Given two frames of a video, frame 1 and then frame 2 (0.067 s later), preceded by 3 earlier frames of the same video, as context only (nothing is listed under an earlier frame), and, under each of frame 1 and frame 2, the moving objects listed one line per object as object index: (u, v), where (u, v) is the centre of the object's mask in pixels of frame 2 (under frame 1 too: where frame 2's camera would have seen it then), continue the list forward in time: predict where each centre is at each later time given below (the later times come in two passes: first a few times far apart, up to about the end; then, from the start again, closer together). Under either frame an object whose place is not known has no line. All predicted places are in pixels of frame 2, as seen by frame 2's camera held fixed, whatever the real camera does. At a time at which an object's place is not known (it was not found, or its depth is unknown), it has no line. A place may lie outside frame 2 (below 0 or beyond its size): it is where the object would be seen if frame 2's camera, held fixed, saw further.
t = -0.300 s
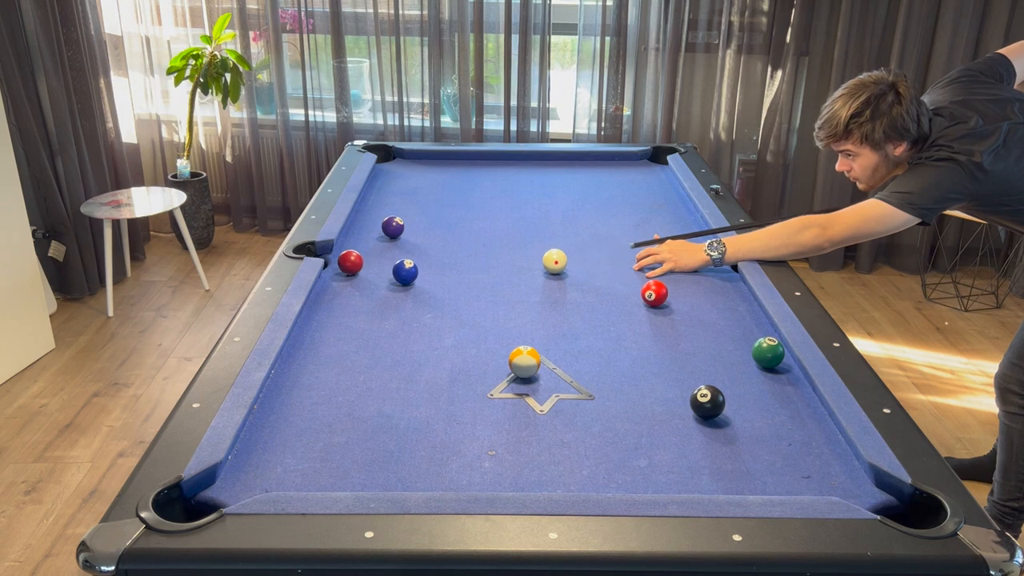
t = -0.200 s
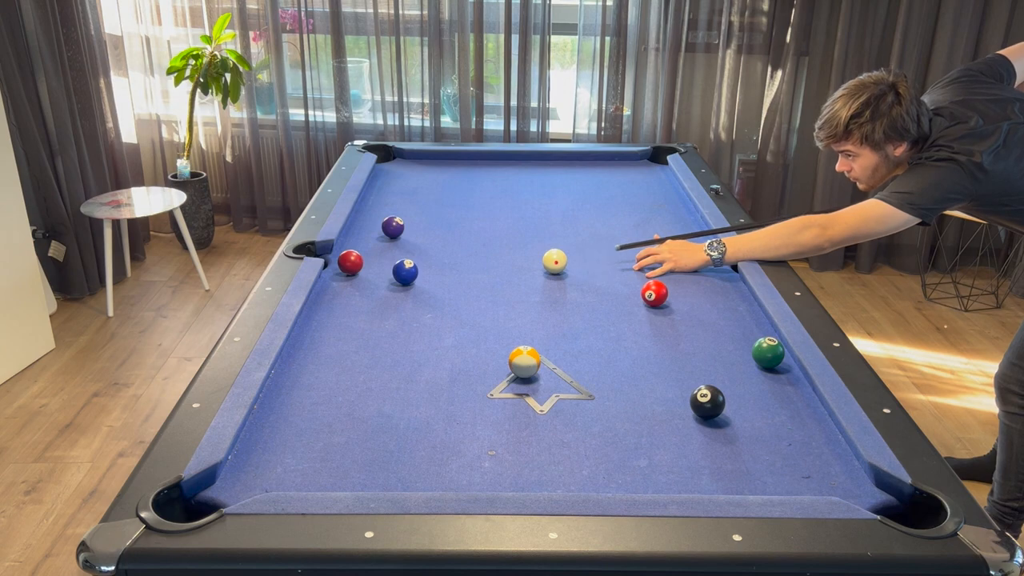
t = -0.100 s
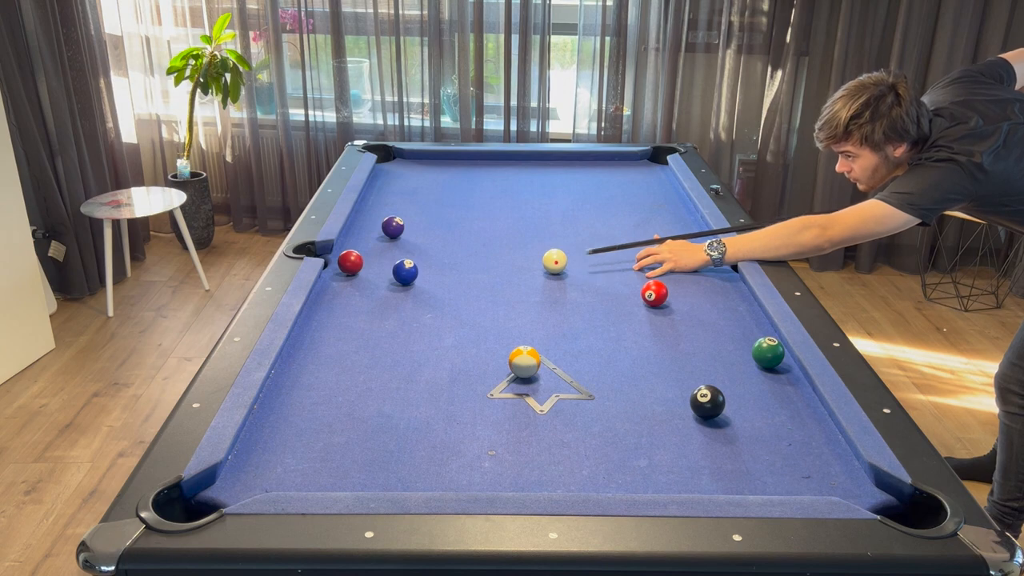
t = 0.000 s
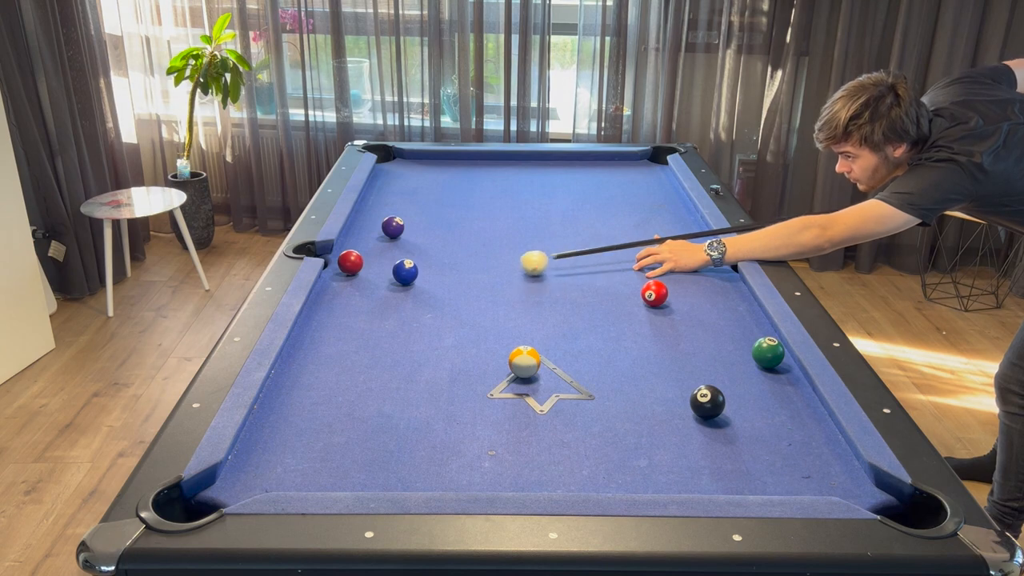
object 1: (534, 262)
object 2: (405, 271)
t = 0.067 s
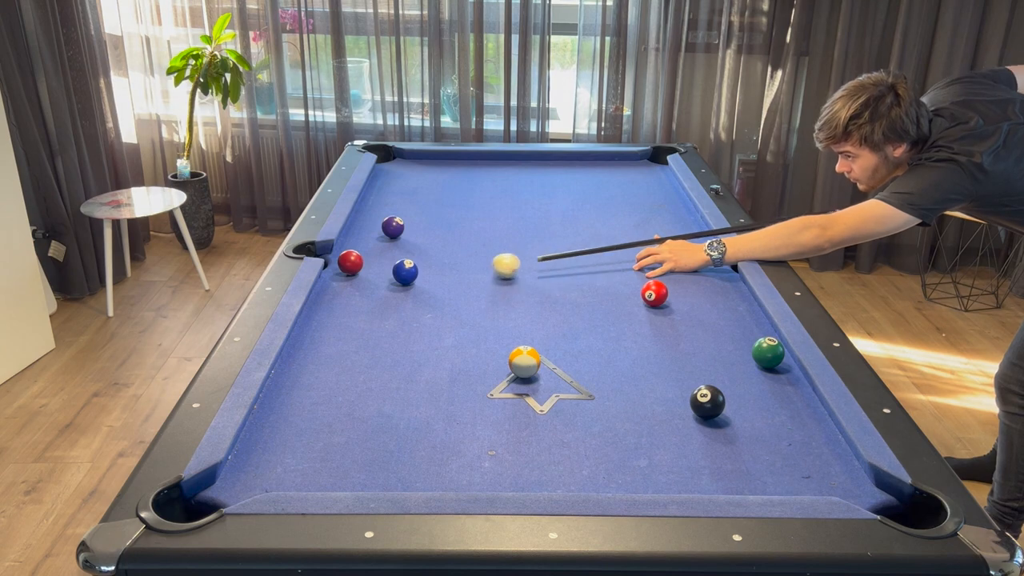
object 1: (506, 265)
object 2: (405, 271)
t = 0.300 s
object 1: (427, 277)
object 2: (385, 270)
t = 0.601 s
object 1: (390, 294)
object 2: (334, 276)
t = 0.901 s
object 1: (352, 311)
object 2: (361, 283)
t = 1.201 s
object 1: (313, 330)
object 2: (385, 290)
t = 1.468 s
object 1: (310, 342)
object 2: (404, 295)
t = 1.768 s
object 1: (322, 353)
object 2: (423, 301)
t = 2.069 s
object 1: (331, 362)
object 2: (441, 305)
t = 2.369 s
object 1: (337, 370)
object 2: (456, 309)
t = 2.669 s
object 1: (341, 375)
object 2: (468, 311)
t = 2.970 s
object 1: (343, 378)
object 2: (478, 312)
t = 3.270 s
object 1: (344, 379)
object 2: (484, 313)
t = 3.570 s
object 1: (344, 378)
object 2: (486, 314)
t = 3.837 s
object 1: (344, 378)
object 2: (485, 313)
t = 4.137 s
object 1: (344, 378)
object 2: (485, 313)
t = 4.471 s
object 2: (485, 313)
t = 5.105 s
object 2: (485, 314)
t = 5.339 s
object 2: (485, 314)
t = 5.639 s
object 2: (485, 314)
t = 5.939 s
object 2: (485, 314)
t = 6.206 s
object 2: (485, 314)
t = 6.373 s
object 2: (485, 314)
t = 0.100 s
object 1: (492, 267)
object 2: (405, 271)
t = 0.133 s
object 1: (477, 268)
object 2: (405, 271)
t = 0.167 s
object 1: (463, 269)
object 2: (405, 271)
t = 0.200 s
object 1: (448, 271)
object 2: (405, 271)
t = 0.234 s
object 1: (434, 272)
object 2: (405, 271)
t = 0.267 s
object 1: (429, 275)
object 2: (395, 271)
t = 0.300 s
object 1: (427, 277)
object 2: (385, 270)
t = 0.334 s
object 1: (423, 278)
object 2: (376, 270)
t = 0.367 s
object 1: (419, 280)
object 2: (367, 270)
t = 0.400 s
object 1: (414, 282)
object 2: (360, 271)
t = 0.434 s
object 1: (410, 284)
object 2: (355, 271)
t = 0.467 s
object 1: (406, 286)
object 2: (348, 272)
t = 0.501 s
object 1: (402, 288)
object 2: (342, 273)
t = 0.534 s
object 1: (398, 290)
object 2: (337, 274)
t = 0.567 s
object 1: (394, 292)
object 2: (331, 275)
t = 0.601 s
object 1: (390, 294)
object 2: (334, 276)
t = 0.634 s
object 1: (386, 296)
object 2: (337, 276)
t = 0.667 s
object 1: (381, 298)
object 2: (340, 277)
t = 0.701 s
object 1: (377, 300)
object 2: (343, 278)
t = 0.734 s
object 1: (373, 302)
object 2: (346, 279)
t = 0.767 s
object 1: (369, 304)
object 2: (349, 280)
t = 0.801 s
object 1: (365, 306)
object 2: (352, 280)
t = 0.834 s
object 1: (361, 307)
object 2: (355, 281)
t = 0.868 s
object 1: (356, 310)
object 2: (358, 281)
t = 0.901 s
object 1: (352, 311)
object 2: (361, 283)
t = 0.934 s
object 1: (348, 314)
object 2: (364, 283)
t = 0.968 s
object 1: (344, 316)
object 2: (367, 284)
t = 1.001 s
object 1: (339, 318)
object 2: (370, 285)
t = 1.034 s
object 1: (335, 320)
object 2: (372, 286)
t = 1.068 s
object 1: (331, 322)
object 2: (375, 286)
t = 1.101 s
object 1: (327, 324)
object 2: (377, 287)
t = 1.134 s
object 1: (322, 326)
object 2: (380, 288)
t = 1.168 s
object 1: (318, 328)
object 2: (383, 289)
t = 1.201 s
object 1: (313, 330)
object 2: (385, 290)
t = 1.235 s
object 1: (309, 332)
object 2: (387, 290)
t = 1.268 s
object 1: (305, 334)
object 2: (390, 291)
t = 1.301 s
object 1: (304, 335)
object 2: (392, 292)
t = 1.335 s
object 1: (305, 337)
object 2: (395, 293)
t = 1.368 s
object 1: (307, 338)
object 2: (397, 294)
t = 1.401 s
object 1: (308, 339)
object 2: (399, 294)
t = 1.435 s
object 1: (309, 341)
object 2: (402, 295)
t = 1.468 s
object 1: (310, 342)
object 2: (404, 295)
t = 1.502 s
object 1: (312, 343)
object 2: (406, 296)
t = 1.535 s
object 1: (313, 345)
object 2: (408, 297)
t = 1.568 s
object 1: (314, 346)
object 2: (411, 297)
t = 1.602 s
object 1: (316, 347)
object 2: (413, 298)
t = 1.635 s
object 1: (317, 348)
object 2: (415, 299)
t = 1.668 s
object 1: (318, 349)
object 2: (417, 299)
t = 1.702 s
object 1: (319, 351)
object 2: (419, 300)
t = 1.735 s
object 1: (321, 352)
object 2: (421, 300)
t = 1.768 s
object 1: (322, 353)
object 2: (423, 301)
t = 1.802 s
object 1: (323, 354)
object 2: (426, 301)
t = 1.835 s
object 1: (324, 355)
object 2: (428, 302)
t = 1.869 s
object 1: (325, 356)
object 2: (429, 302)
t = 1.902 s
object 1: (326, 357)
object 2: (431, 303)
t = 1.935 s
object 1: (327, 358)
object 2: (433, 303)
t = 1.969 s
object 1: (328, 359)
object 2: (435, 304)
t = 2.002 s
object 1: (329, 360)
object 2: (437, 304)
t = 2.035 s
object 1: (330, 361)
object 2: (439, 305)
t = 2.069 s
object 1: (331, 362)
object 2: (441, 305)
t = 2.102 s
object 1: (332, 363)
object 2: (443, 306)
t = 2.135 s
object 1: (333, 364)
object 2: (444, 306)
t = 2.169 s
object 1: (333, 365)
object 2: (446, 307)
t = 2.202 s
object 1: (334, 366)
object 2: (448, 307)
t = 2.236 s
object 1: (334, 367)
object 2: (449, 308)
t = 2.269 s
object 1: (335, 367)
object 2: (451, 308)
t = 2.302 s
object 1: (335, 368)
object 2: (453, 308)
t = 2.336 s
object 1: (336, 369)
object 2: (454, 309)
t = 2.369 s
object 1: (337, 370)
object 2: (456, 309)
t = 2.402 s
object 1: (337, 370)
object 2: (457, 310)
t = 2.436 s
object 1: (338, 371)
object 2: (459, 310)
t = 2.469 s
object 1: (338, 372)
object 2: (460, 310)
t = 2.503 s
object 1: (339, 372)
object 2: (462, 310)
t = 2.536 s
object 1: (339, 373)
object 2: (463, 310)
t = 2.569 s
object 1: (340, 373)
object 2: (464, 311)
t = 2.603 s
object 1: (340, 374)
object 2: (466, 311)
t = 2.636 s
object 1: (341, 375)
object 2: (467, 311)
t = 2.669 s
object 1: (341, 375)
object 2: (468, 311)
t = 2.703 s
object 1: (341, 376)
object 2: (469, 311)
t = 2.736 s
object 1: (342, 376)
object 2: (471, 311)
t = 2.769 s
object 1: (342, 376)
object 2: (472, 312)
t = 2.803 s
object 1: (342, 377)
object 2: (473, 312)
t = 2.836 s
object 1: (342, 377)
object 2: (474, 312)
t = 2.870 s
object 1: (343, 377)
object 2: (475, 312)
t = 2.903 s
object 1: (343, 378)
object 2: (476, 312)
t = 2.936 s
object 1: (343, 378)
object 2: (477, 312)
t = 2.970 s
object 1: (343, 378)
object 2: (478, 312)
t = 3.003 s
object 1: (343, 378)
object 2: (479, 313)
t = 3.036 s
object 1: (344, 379)
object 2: (480, 313)
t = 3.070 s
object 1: (344, 379)
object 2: (480, 313)
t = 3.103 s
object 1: (344, 379)
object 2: (481, 313)
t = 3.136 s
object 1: (344, 379)
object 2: (482, 313)
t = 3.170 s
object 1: (344, 379)
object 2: (482, 313)
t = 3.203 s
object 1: (344, 379)
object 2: (483, 313)
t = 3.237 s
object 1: (344, 379)
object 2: (483, 313)
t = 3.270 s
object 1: (344, 379)
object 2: (484, 313)
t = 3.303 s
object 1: (344, 379)
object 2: (484, 313)
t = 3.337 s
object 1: (344, 379)
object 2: (485, 314)
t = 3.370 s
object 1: (344, 378)
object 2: (485, 313)
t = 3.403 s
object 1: (344, 378)
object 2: (486, 313)
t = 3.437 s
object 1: (344, 378)
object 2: (486, 314)
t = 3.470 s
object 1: (344, 378)
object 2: (486, 313)
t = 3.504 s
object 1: (344, 378)
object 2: (486, 314)
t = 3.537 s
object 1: (344, 378)
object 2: (486, 314)
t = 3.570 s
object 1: (344, 378)
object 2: (486, 314)
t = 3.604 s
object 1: (344, 378)
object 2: (486, 313)
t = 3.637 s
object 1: (344, 378)
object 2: (486, 313)
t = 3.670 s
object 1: (344, 378)
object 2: (486, 313)
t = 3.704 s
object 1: (344, 378)
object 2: (486, 313)
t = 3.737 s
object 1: (344, 378)
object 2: (486, 313)
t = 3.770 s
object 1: (344, 378)
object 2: (486, 313)
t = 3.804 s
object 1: (344, 378)
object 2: (485, 313)
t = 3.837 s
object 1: (344, 378)
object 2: (485, 313)
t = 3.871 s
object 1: (344, 378)
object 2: (485, 313)
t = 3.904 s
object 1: (344, 378)
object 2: (485, 313)
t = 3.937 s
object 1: (344, 378)
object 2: (485, 313)
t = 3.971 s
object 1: (344, 378)
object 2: (485, 313)
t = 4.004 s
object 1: (344, 378)
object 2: (485, 313)
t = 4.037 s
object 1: (344, 378)
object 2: (485, 313)
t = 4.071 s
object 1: (344, 378)
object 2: (485, 313)
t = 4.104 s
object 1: (344, 378)
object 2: (485, 313)
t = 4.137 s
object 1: (344, 378)
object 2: (485, 313)
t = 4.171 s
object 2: (485, 313)
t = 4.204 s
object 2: (485, 313)
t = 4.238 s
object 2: (485, 313)
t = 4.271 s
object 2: (485, 313)
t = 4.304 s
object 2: (485, 313)
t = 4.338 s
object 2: (485, 313)
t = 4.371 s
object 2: (485, 313)
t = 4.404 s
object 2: (485, 313)
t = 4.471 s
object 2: (485, 313)
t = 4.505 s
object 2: (485, 313)
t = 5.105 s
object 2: (485, 314)
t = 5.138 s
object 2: (485, 314)
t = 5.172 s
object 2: (485, 314)
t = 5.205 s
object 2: (485, 314)
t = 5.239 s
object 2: (485, 314)
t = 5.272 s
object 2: (485, 314)
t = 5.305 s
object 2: (485, 314)
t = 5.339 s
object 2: (485, 314)
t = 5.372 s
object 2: (485, 314)
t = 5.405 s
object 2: (485, 314)
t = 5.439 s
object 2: (485, 314)
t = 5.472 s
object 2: (485, 314)
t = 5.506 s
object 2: (485, 314)
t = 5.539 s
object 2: (485, 314)
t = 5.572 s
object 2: (485, 314)
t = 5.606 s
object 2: (485, 314)
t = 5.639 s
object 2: (485, 314)
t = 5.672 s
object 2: (485, 314)
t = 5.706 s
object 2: (485, 314)
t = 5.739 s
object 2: (485, 314)
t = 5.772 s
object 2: (485, 314)
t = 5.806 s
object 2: (485, 314)
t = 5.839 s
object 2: (485, 314)
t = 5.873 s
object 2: (485, 314)
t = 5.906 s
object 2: (485, 314)
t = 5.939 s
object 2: (485, 314)
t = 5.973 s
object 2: (485, 314)
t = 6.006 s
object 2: (485, 314)
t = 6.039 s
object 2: (485, 314)
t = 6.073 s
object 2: (485, 314)
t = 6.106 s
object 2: (485, 314)
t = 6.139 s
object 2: (485, 314)
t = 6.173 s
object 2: (485, 314)
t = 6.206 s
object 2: (485, 314)
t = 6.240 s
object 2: (485, 314)
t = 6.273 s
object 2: (485, 314)
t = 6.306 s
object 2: (485, 314)
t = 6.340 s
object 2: (485, 314)
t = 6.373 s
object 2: (485, 314)
